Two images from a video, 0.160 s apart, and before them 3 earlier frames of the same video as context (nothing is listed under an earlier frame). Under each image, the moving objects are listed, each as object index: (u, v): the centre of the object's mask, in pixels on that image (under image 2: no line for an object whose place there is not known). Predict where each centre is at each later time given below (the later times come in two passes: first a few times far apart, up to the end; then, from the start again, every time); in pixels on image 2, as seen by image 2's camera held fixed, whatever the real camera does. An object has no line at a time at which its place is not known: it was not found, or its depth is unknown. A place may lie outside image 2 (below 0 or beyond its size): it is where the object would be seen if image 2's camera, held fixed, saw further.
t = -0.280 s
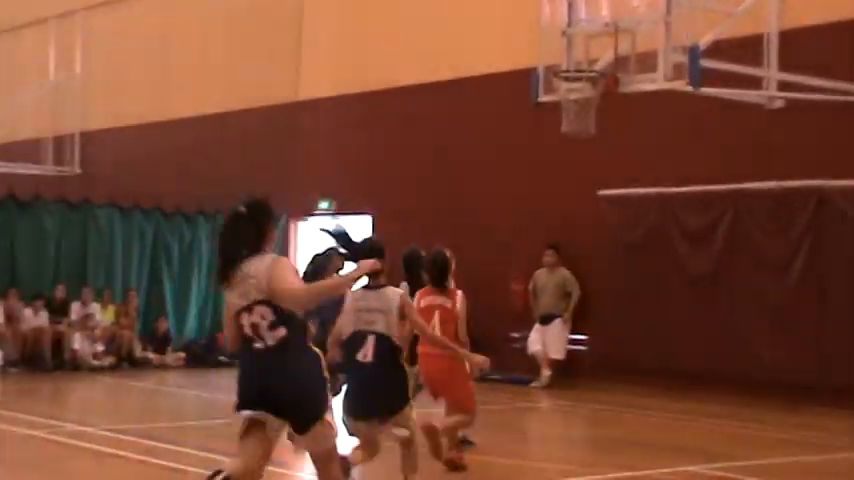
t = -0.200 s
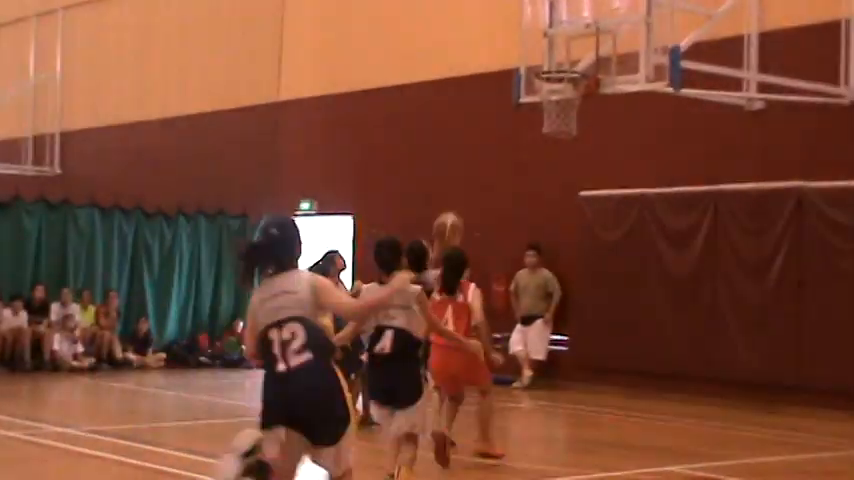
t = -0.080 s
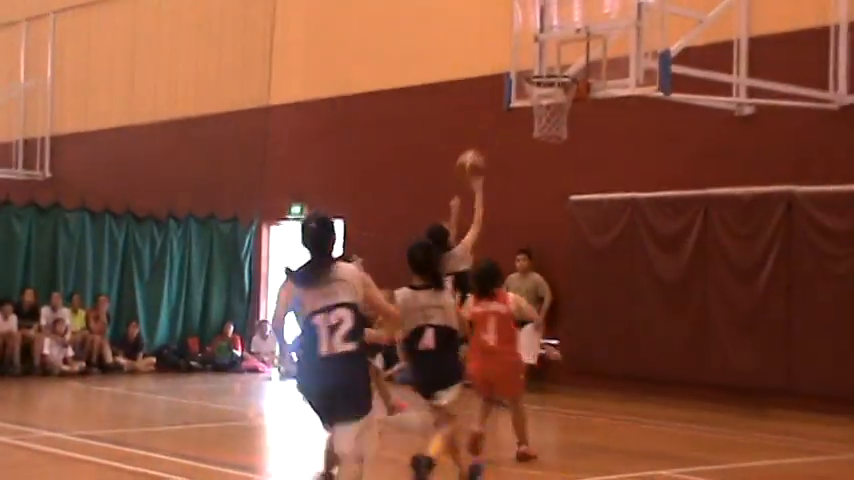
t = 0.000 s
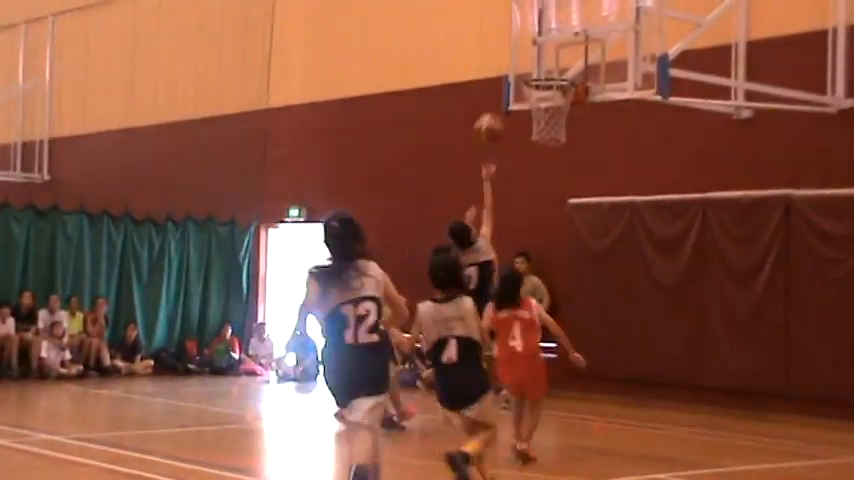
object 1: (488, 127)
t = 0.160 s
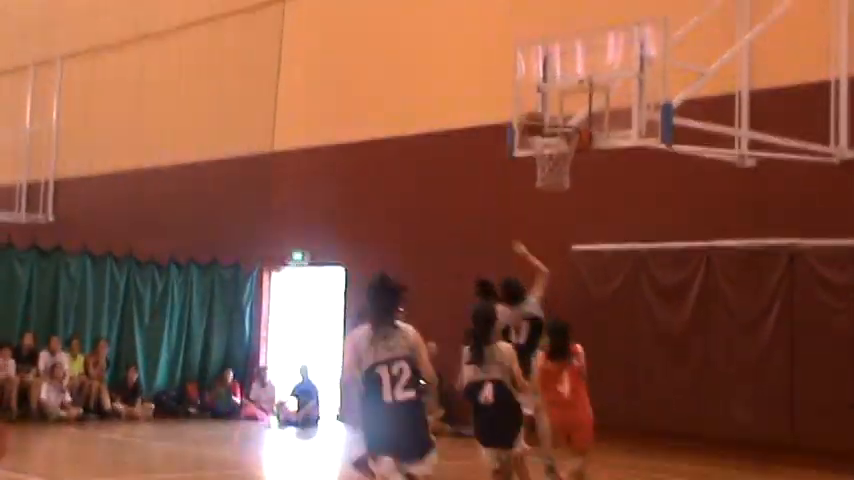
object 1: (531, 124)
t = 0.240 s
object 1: (531, 103)
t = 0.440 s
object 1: (519, 79)
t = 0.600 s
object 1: (509, 93)
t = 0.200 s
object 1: (534, 114)
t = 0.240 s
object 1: (531, 103)
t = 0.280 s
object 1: (529, 94)
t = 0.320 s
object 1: (527, 88)
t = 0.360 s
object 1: (525, 83)
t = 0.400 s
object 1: (522, 80)
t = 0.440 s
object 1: (519, 79)
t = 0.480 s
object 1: (517, 80)
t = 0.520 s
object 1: (514, 82)
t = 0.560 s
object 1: (512, 87)
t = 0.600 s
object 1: (509, 93)
